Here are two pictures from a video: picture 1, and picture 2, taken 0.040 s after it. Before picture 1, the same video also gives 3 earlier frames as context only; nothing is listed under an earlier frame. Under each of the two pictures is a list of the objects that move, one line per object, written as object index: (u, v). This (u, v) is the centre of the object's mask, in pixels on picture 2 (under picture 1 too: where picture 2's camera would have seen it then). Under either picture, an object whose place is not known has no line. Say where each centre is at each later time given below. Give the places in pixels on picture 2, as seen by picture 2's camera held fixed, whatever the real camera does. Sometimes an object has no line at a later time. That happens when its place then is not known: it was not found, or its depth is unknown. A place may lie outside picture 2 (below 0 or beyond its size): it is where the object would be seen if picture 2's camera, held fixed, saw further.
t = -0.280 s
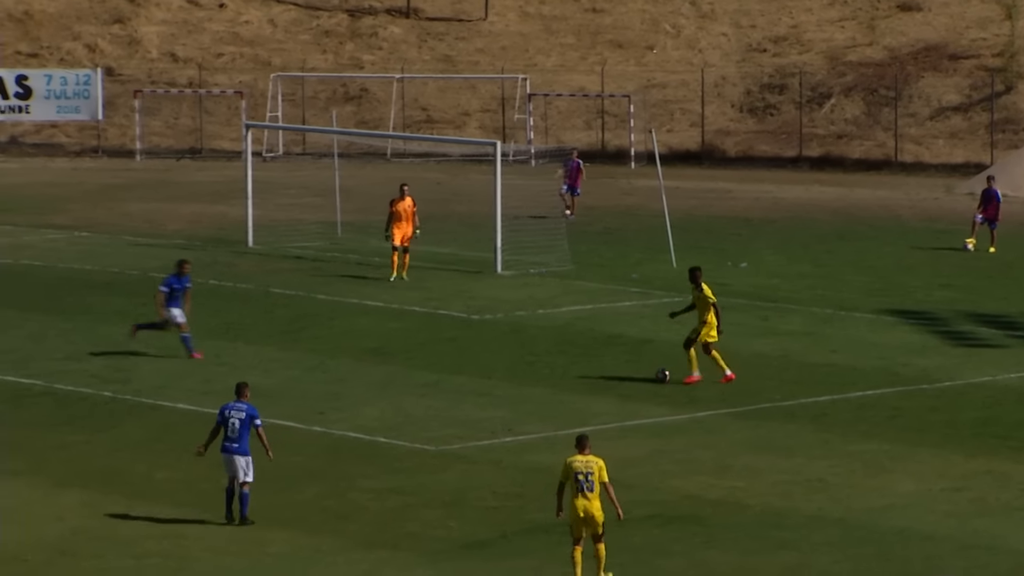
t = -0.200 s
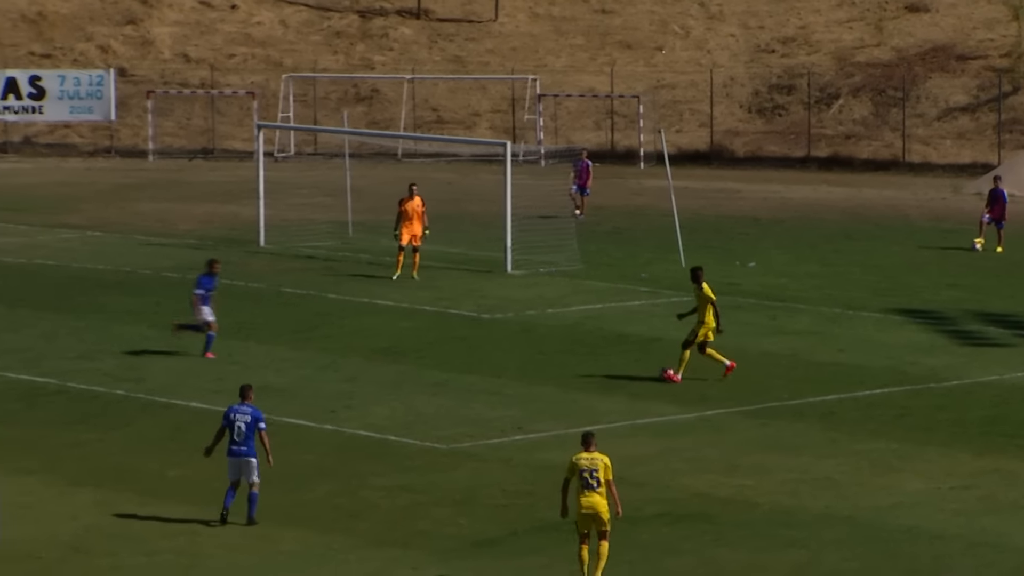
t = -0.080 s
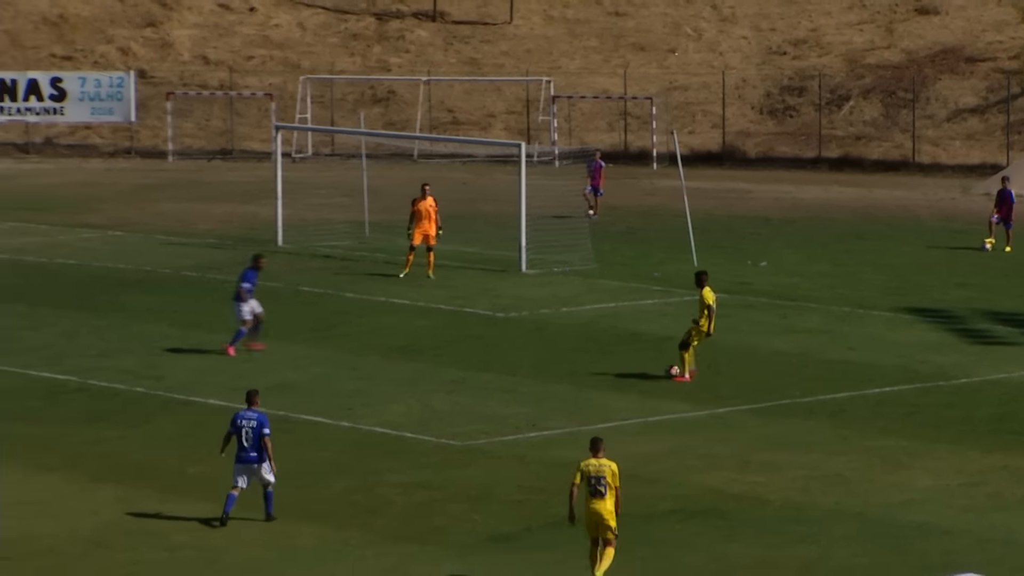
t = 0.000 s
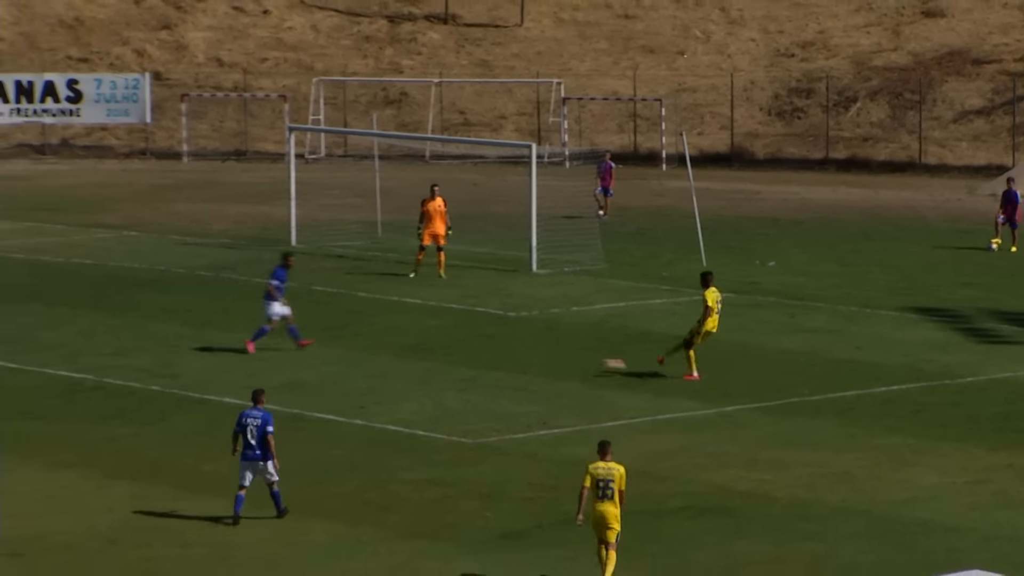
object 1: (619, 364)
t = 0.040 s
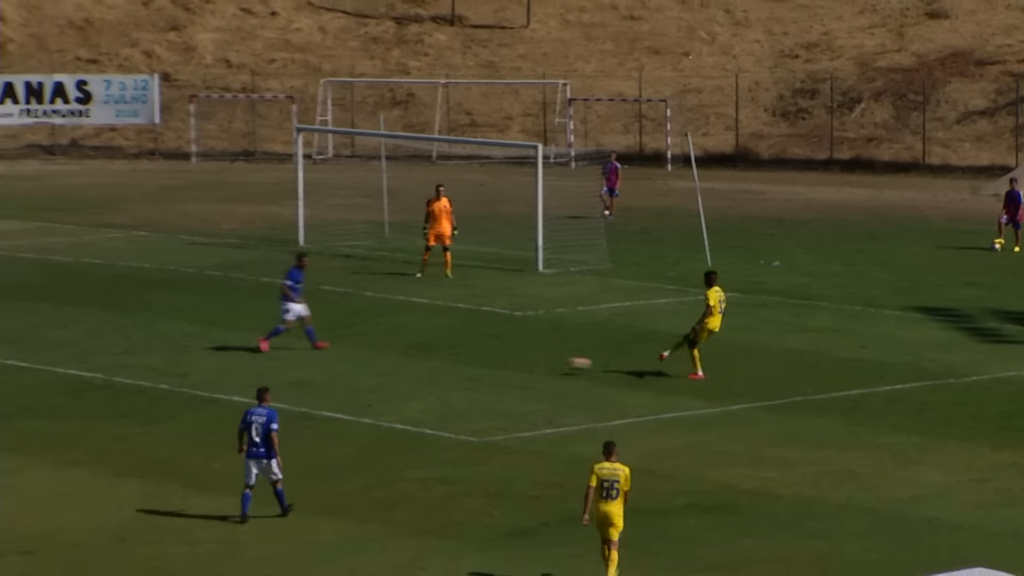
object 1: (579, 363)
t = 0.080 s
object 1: (541, 363)
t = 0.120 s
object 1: (503, 365)
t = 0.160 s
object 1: (464, 368)
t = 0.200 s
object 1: (428, 370)
